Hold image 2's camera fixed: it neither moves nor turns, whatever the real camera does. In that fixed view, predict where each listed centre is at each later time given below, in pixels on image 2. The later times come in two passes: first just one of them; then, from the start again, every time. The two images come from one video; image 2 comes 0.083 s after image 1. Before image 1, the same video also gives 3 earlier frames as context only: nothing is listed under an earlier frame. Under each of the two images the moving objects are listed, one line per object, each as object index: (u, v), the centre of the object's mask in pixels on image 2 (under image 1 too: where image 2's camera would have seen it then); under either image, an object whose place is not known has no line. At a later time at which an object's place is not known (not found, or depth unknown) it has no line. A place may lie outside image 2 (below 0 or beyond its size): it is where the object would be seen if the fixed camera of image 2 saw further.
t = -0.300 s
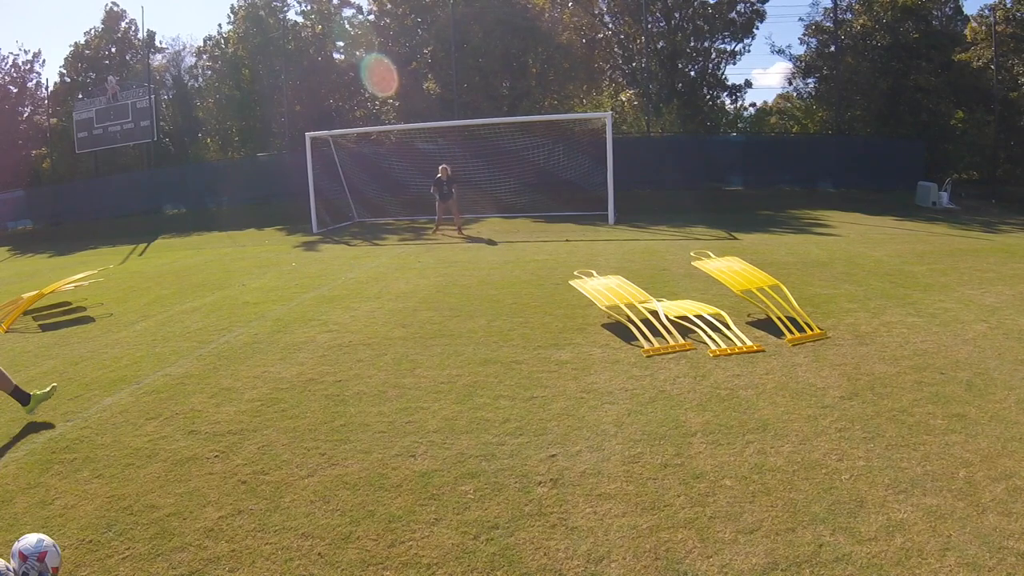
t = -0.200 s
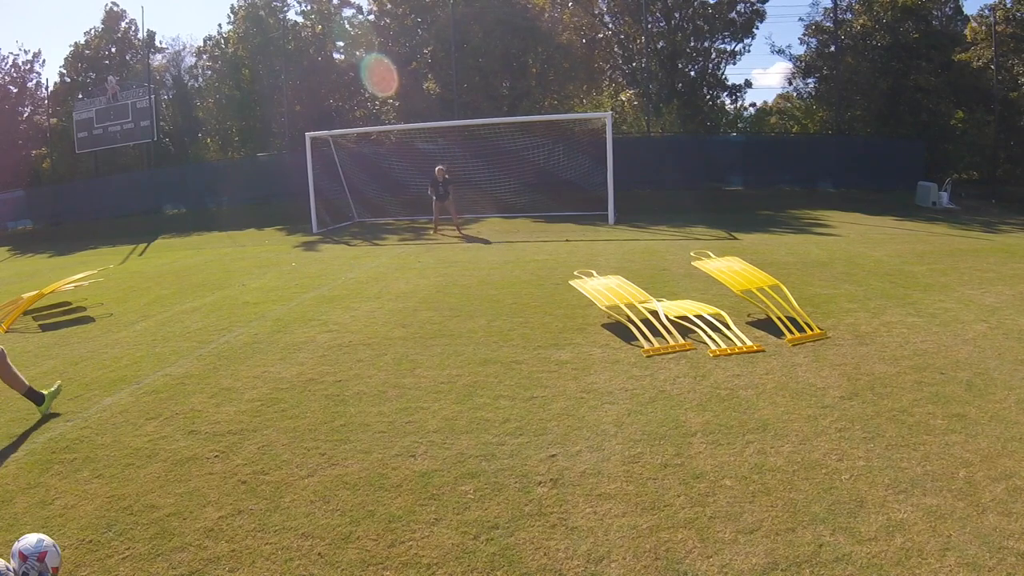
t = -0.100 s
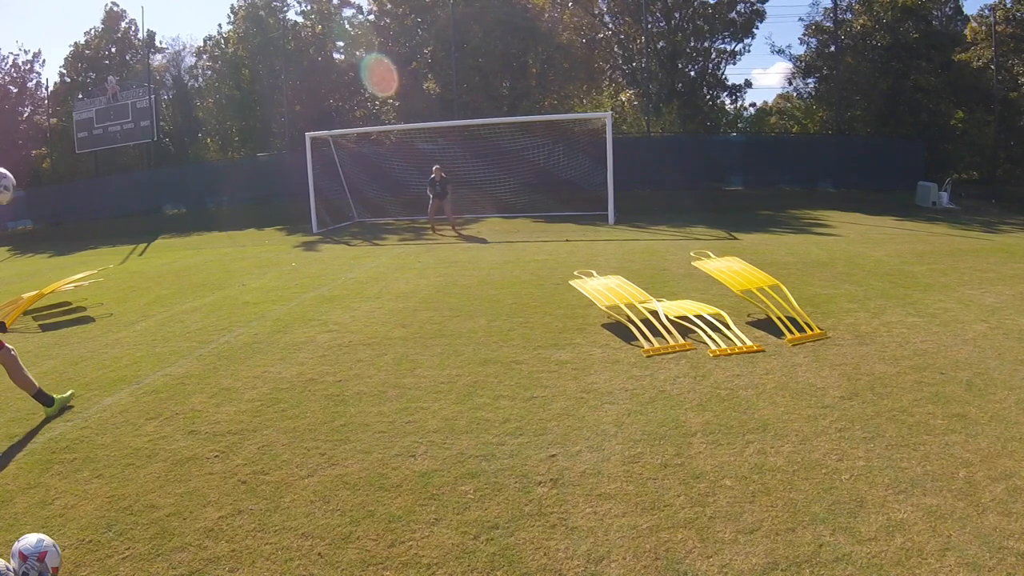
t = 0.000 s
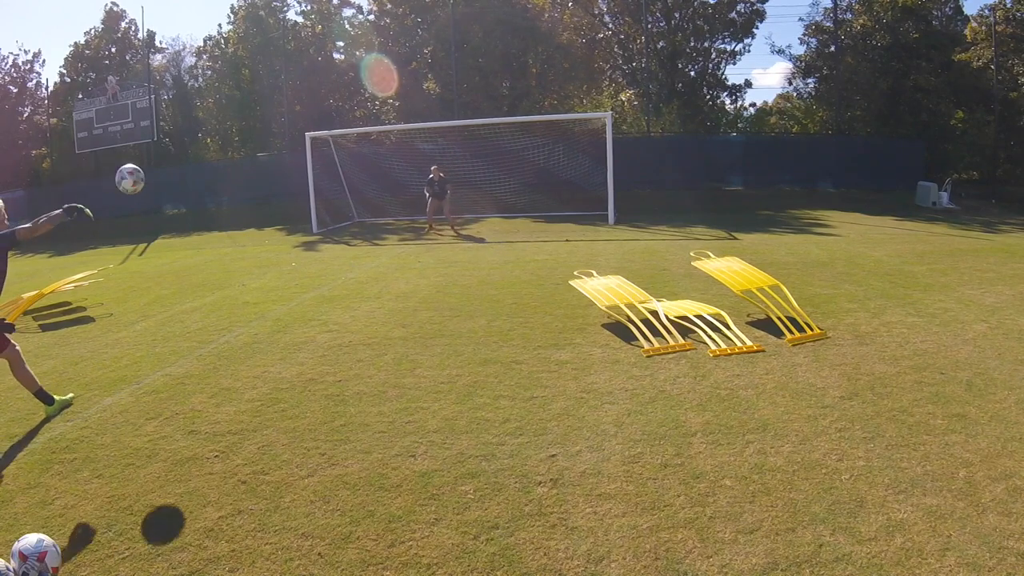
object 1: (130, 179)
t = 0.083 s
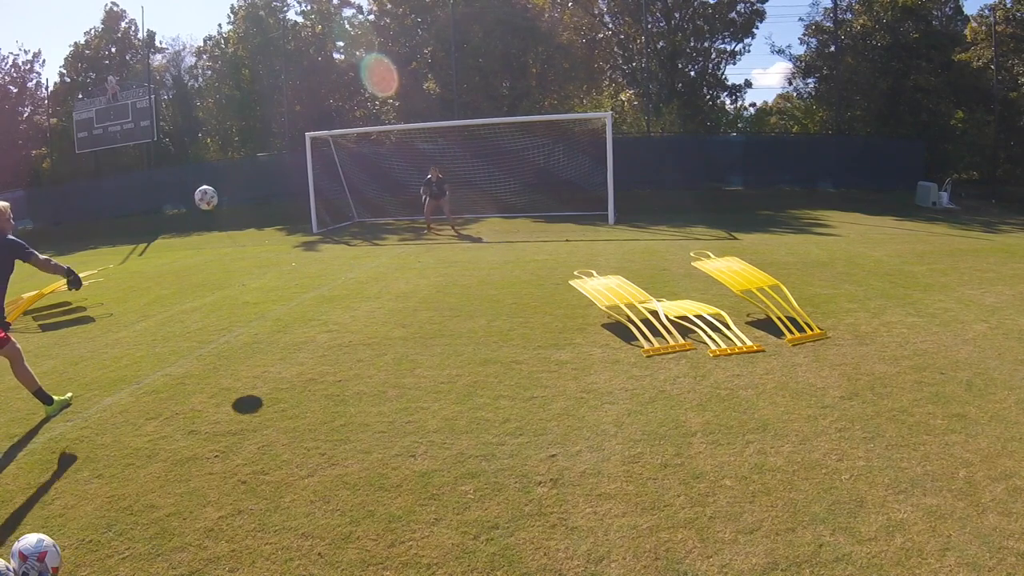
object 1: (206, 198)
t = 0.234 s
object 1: (291, 228)
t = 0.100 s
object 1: (218, 201)
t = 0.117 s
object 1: (229, 205)
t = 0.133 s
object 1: (240, 208)
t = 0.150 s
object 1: (249, 212)
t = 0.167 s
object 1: (259, 216)
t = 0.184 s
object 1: (267, 219)
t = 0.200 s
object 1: (276, 222)
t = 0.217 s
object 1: (283, 225)
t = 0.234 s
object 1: (291, 228)
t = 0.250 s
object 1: (297, 231)
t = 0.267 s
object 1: (303, 234)
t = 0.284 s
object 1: (309, 237)
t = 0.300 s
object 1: (315, 240)
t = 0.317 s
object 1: (321, 244)
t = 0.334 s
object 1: (326, 247)
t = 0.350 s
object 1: (332, 250)
